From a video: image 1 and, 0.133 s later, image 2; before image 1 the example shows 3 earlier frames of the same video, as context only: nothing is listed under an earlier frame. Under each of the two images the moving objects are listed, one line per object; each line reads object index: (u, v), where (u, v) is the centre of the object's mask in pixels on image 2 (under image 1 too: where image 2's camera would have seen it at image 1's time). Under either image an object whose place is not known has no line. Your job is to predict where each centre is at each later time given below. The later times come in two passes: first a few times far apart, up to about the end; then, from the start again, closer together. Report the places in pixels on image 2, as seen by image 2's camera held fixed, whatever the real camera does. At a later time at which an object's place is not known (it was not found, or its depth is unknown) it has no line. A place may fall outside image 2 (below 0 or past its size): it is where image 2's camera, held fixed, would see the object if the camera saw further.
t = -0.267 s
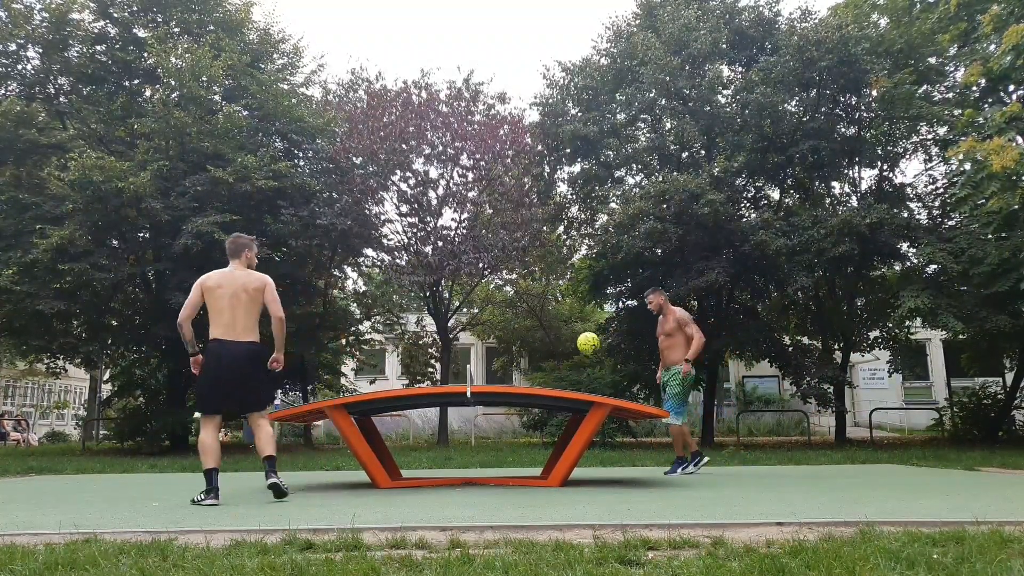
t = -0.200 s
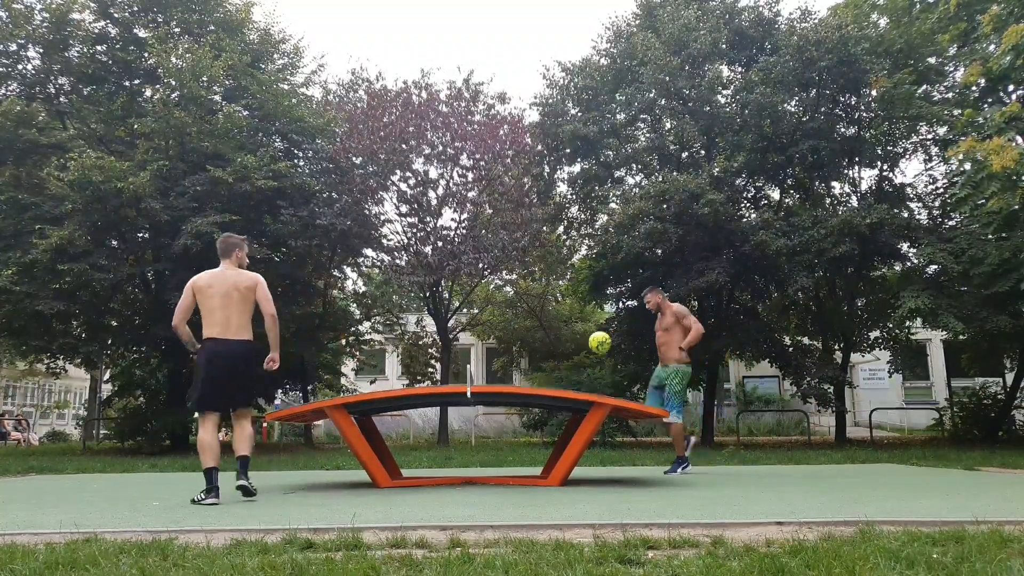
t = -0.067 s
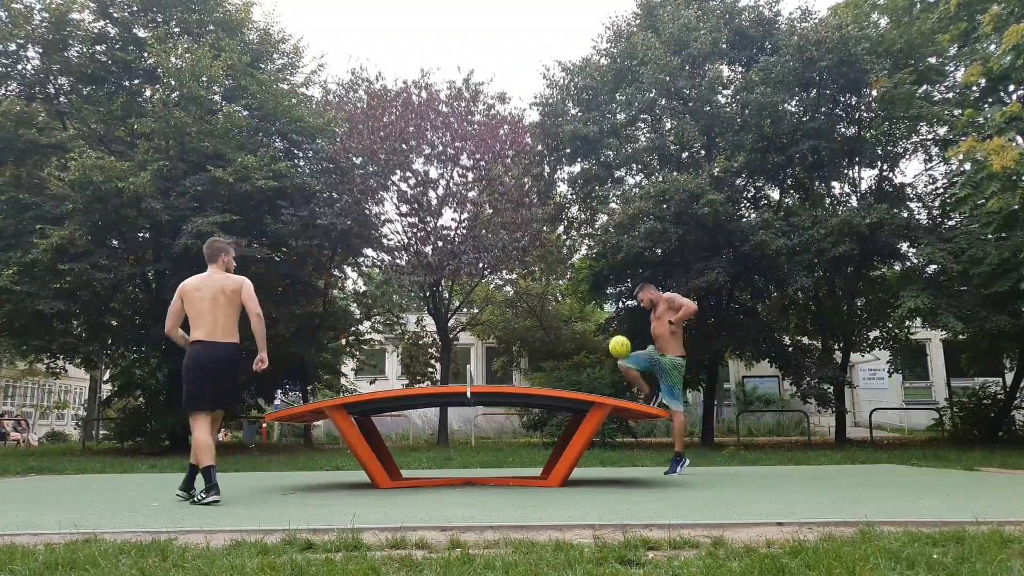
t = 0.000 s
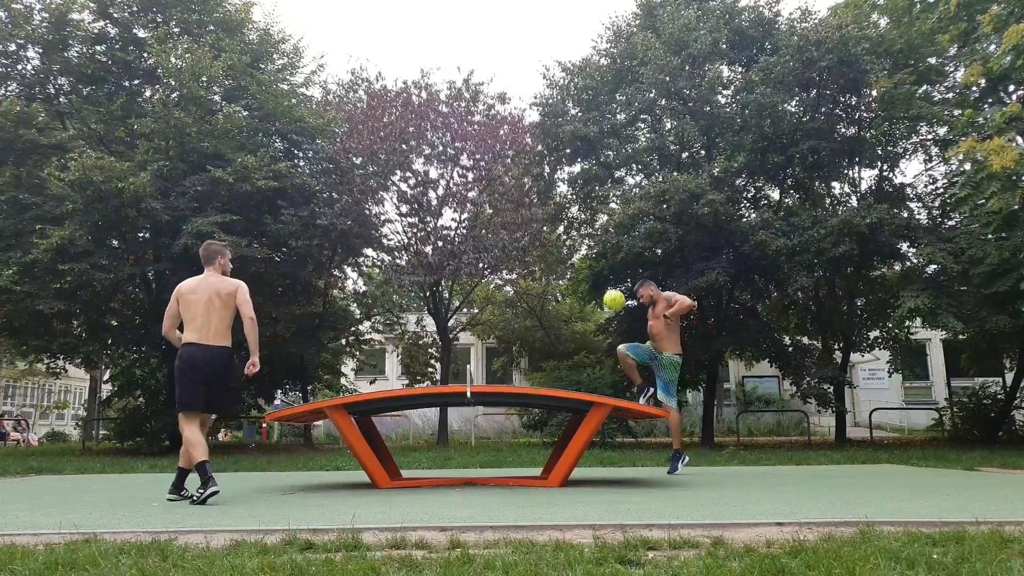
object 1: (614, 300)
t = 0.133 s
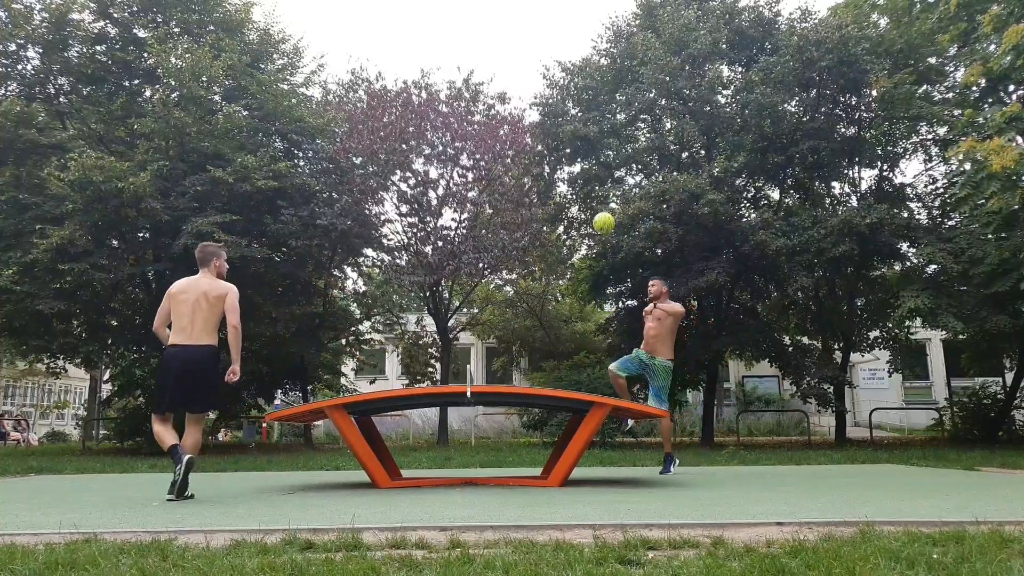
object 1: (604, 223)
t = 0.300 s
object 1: (592, 151)
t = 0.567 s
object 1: (577, 87)
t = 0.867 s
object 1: (561, 92)
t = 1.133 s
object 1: (549, 169)
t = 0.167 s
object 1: (601, 206)
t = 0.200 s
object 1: (599, 191)
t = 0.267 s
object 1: (594, 163)
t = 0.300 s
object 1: (592, 151)
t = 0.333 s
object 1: (590, 139)
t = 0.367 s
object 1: (588, 129)
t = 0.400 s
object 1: (587, 120)
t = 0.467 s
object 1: (583, 103)
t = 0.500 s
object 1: (581, 97)
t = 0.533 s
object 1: (579, 92)
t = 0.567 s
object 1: (577, 87)
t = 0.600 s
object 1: (576, 84)
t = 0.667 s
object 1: (572, 79)
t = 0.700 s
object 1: (571, 79)
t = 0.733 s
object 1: (569, 79)
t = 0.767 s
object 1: (566, 81)
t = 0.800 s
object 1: (565, 83)
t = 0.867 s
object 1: (561, 92)
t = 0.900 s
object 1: (559, 97)
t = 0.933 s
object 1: (558, 104)
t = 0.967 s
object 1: (556, 112)
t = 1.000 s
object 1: (555, 121)
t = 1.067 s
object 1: (552, 143)
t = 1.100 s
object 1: (550, 155)
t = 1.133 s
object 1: (549, 169)
